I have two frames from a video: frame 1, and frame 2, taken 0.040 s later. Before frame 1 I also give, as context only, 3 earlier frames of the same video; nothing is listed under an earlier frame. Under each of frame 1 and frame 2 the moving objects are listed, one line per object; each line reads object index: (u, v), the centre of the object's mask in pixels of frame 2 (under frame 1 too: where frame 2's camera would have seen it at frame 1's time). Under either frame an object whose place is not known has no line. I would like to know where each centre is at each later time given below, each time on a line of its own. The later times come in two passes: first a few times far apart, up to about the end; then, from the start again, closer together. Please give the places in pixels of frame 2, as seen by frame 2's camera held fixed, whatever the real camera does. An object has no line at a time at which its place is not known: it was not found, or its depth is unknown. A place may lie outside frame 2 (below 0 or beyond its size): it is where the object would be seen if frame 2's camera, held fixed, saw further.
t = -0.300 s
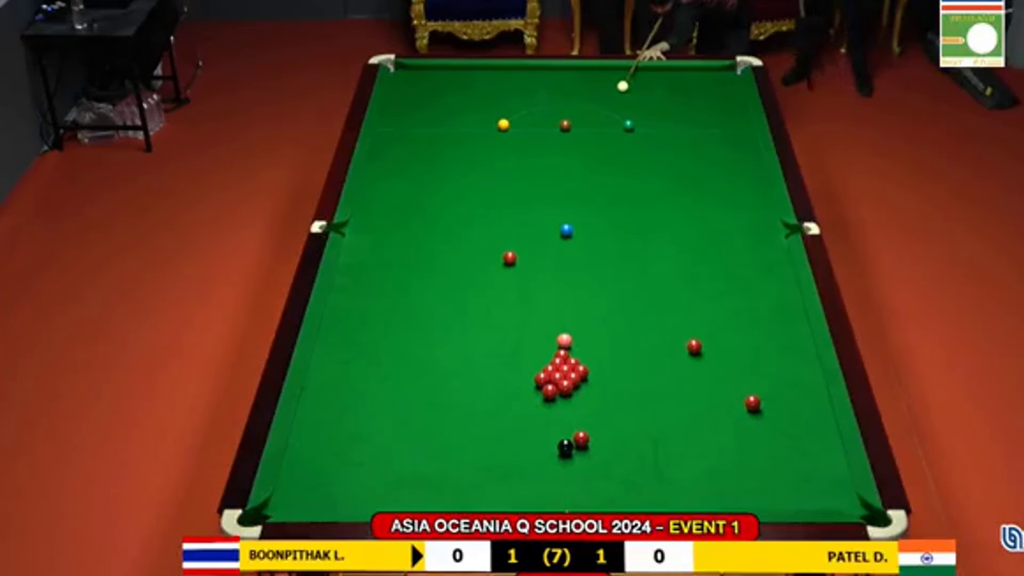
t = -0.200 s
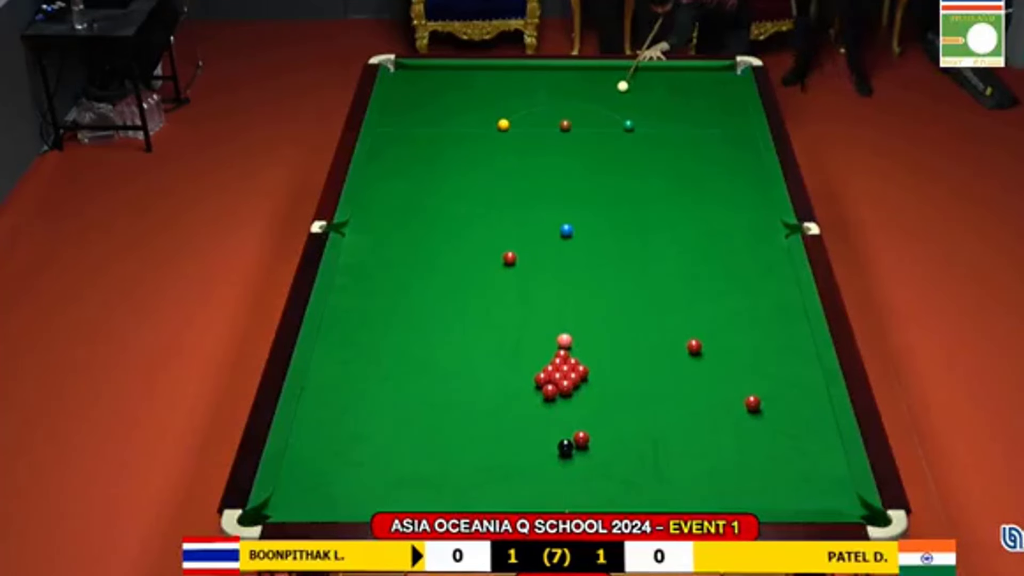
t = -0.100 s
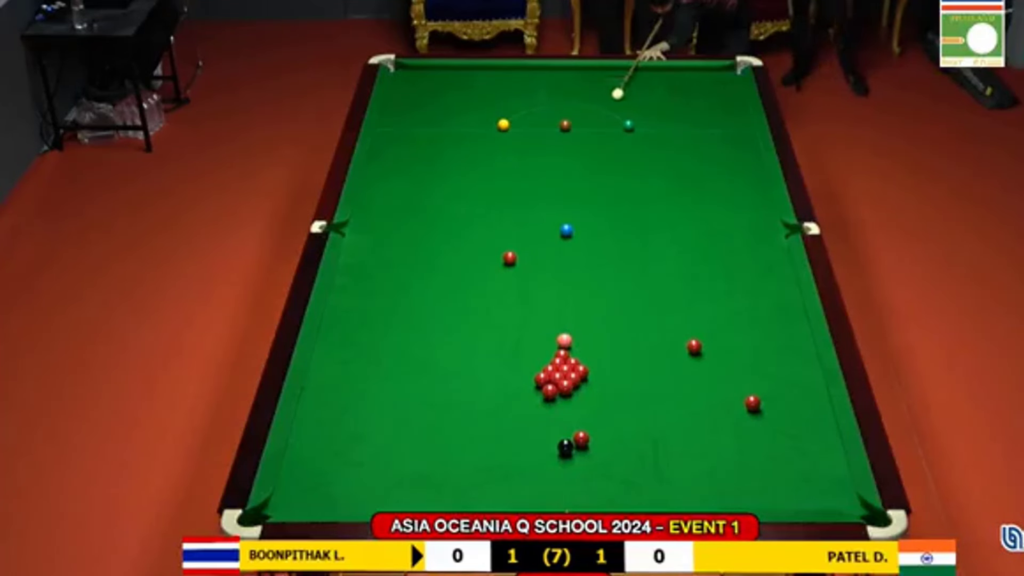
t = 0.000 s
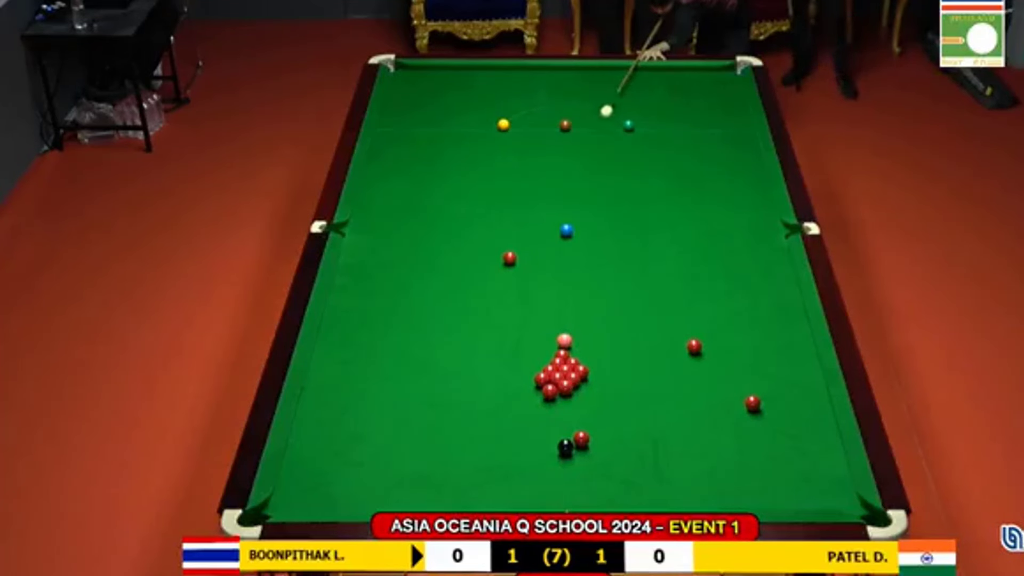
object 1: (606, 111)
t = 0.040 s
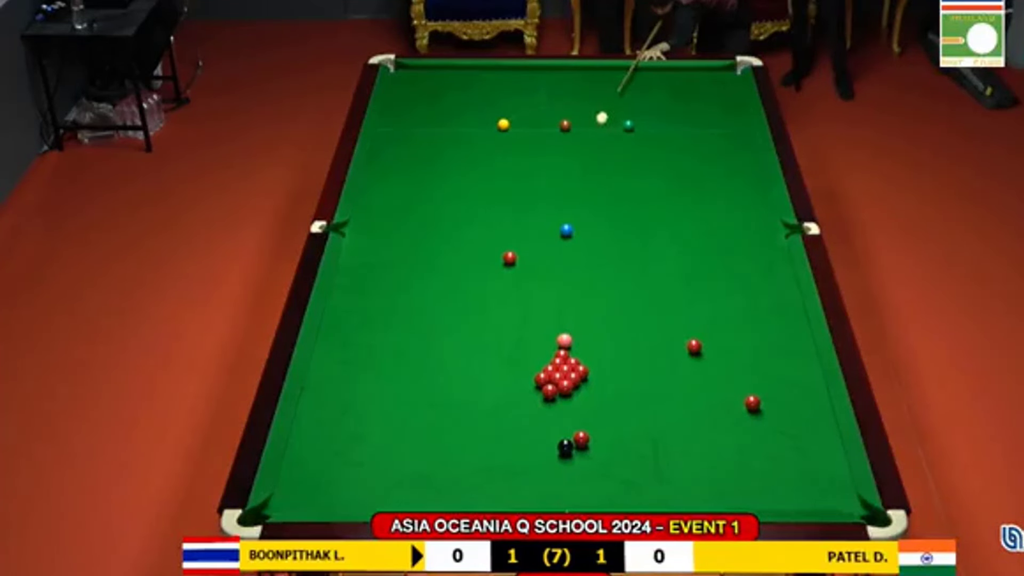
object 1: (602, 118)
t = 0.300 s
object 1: (571, 167)
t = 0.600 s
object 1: (529, 231)
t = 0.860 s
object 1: (519, 258)
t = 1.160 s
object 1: (518, 279)
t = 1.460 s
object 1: (516, 300)
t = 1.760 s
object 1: (515, 321)
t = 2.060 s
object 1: (513, 341)
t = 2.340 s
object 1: (512, 360)
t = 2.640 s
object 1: (511, 381)
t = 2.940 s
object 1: (510, 401)
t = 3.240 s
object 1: (508, 420)
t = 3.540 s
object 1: (506, 439)
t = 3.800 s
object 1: (505, 454)
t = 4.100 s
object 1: (503, 471)
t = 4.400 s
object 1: (501, 487)
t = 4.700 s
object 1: (499, 500)
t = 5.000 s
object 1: (498, 501)
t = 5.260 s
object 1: (498, 498)
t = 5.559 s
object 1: (498, 495)
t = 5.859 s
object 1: (499, 491)
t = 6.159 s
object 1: (499, 489)
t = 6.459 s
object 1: (500, 489)
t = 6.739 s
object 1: (500, 489)
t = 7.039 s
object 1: (500, 489)
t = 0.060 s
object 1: (600, 121)
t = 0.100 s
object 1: (595, 129)
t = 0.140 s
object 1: (590, 136)
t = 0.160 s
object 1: (588, 140)
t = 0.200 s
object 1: (583, 147)
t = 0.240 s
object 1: (578, 155)
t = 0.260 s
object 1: (576, 159)
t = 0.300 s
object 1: (571, 167)
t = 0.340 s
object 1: (565, 174)
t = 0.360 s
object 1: (562, 179)
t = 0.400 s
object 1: (557, 187)
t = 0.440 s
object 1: (551, 196)
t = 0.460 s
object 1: (549, 200)
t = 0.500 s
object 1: (543, 208)
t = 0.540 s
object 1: (537, 217)
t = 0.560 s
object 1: (534, 222)
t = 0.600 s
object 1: (529, 231)
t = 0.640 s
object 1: (522, 241)
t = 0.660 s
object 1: (519, 245)
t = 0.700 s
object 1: (516, 252)
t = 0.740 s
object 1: (517, 253)
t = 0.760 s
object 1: (518, 254)
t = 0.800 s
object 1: (519, 255)
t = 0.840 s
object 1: (519, 257)
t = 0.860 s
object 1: (519, 258)
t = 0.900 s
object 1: (519, 260)
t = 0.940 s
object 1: (519, 263)
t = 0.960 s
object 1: (519, 265)
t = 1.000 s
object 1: (519, 267)
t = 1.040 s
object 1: (518, 270)
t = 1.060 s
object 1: (518, 272)
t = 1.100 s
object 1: (518, 275)
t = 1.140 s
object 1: (518, 277)
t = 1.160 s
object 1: (518, 279)
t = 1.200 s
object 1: (518, 281)
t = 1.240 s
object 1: (518, 284)
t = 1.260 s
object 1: (517, 286)
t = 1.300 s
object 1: (517, 289)
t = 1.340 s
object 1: (517, 291)
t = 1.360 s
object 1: (516, 293)
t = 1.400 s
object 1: (516, 296)
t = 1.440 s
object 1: (516, 298)
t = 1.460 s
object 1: (516, 300)
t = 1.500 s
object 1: (516, 303)
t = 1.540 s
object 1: (516, 305)
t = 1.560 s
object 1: (516, 307)
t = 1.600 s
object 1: (515, 310)
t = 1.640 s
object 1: (515, 312)
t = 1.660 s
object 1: (515, 314)
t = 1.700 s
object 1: (515, 317)
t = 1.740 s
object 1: (515, 319)
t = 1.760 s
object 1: (515, 321)
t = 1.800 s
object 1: (514, 324)
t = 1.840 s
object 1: (514, 326)
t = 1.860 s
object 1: (514, 328)
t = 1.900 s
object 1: (514, 330)
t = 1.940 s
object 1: (514, 333)
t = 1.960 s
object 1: (514, 335)
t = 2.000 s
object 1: (514, 337)
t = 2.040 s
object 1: (513, 340)
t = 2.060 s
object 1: (513, 341)
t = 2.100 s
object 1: (513, 344)
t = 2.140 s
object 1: (513, 347)
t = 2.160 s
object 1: (513, 348)
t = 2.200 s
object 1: (513, 351)
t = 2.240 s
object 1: (512, 354)
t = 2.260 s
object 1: (512, 355)
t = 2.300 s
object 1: (512, 358)
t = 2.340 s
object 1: (512, 360)
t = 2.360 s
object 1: (512, 362)
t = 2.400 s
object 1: (512, 365)
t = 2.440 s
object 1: (512, 367)
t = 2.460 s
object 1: (512, 369)
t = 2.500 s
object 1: (512, 371)
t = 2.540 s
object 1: (511, 374)
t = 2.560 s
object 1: (511, 376)
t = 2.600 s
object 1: (511, 378)
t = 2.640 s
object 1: (511, 381)
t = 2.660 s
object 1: (511, 382)
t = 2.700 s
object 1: (511, 385)
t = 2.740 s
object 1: (511, 388)
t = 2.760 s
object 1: (510, 389)
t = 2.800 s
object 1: (510, 392)
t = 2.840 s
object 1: (510, 394)
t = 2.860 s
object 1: (510, 396)
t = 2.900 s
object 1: (510, 398)
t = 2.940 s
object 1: (510, 401)
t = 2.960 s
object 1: (510, 402)
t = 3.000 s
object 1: (509, 405)
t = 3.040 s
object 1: (509, 408)
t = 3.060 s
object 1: (509, 409)
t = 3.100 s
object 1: (509, 411)
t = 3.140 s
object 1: (509, 414)
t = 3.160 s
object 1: (509, 416)
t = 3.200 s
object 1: (508, 418)
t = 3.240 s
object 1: (508, 420)
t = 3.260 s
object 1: (508, 421)
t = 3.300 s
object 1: (507, 424)
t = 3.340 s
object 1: (507, 427)
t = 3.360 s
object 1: (507, 428)
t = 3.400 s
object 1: (507, 430)
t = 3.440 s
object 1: (507, 433)
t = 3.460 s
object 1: (507, 434)
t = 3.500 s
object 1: (506, 436)
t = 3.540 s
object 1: (506, 439)
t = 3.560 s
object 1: (506, 440)
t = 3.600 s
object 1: (506, 442)
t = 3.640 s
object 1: (505, 445)
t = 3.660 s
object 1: (505, 446)
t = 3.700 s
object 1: (505, 448)
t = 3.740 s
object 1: (505, 451)
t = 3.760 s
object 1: (505, 452)
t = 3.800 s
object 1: (505, 454)
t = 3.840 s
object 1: (505, 457)
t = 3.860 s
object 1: (504, 458)
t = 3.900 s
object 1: (504, 460)
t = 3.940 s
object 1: (504, 462)
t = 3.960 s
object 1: (504, 464)
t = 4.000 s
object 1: (503, 466)
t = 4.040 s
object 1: (503, 468)
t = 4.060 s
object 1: (503, 470)
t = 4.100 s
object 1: (503, 471)
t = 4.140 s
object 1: (502, 474)
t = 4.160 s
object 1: (502, 475)
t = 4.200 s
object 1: (502, 477)
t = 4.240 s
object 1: (502, 479)
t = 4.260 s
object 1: (502, 480)
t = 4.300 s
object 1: (501, 482)
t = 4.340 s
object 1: (501, 484)
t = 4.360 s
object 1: (501, 485)
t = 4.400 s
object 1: (501, 487)
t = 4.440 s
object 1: (501, 489)
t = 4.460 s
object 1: (501, 490)
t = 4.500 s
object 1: (500, 492)
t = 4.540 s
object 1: (500, 494)
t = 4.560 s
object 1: (500, 495)
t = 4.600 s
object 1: (499, 496)
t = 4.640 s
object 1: (499, 498)
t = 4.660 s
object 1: (499, 498)
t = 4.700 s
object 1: (499, 500)
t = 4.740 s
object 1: (498, 501)
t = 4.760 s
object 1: (498, 501)
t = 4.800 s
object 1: (498, 502)
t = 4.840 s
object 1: (498, 504)
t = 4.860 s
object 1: (498, 504)
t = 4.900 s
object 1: (498, 503)
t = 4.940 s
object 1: (498, 502)
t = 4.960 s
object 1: (498, 502)
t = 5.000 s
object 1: (498, 501)
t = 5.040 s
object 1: (498, 501)
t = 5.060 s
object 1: (498, 500)
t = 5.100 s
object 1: (498, 500)
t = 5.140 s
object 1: (498, 499)
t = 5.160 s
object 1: (498, 499)
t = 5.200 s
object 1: (498, 498)
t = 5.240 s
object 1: (498, 498)
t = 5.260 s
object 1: (498, 498)
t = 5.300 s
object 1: (498, 497)
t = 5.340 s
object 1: (498, 497)
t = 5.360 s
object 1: (498, 497)
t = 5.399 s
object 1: (498, 496)
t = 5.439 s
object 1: (498, 496)
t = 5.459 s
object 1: (498, 495)
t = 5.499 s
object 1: (498, 495)
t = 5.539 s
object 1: (498, 495)
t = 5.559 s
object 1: (498, 495)
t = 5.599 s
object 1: (499, 493)
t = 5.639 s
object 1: (499, 492)
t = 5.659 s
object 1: (499, 492)
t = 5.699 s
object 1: (499, 492)
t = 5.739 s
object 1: (499, 492)
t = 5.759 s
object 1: (499, 491)
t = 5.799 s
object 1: (499, 491)
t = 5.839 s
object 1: (499, 491)
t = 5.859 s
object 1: (499, 491)
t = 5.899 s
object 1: (499, 491)
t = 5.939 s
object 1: (499, 491)
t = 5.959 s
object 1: (499, 491)
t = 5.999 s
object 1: (499, 491)
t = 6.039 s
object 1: (499, 490)
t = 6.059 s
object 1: (499, 490)
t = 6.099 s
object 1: (499, 490)
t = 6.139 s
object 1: (499, 489)
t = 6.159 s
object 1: (499, 489)
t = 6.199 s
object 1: (499, 489)
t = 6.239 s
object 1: (499, 489)
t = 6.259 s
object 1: (500, 489)
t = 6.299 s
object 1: (500, 489)
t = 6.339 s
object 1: (500, 489)
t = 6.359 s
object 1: (500, 489)
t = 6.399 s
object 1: (500, 489)
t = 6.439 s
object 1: (500, 489)
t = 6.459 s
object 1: (500, 489)
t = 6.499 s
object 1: (500, 489)
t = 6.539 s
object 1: (500, 489)
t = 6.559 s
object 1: (500, 489)
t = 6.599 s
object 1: (500, 489)
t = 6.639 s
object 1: (500, 489)
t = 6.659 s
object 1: (500, 489)
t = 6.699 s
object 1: (500, 489)
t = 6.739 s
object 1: (500, 489)
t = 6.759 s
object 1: (500, 489)
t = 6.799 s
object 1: (500, 489)
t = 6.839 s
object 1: (500, 489)
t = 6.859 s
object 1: (500, 489)
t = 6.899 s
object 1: (500, 489)
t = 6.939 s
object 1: (500, 489)
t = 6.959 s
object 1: (500, 489)
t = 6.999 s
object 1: (500, 489)
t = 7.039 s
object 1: (500, 489)
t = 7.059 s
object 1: (500, 489)
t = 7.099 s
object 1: (500, 488)
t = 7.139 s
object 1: (500, 489)
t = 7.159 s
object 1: (500, 488)
